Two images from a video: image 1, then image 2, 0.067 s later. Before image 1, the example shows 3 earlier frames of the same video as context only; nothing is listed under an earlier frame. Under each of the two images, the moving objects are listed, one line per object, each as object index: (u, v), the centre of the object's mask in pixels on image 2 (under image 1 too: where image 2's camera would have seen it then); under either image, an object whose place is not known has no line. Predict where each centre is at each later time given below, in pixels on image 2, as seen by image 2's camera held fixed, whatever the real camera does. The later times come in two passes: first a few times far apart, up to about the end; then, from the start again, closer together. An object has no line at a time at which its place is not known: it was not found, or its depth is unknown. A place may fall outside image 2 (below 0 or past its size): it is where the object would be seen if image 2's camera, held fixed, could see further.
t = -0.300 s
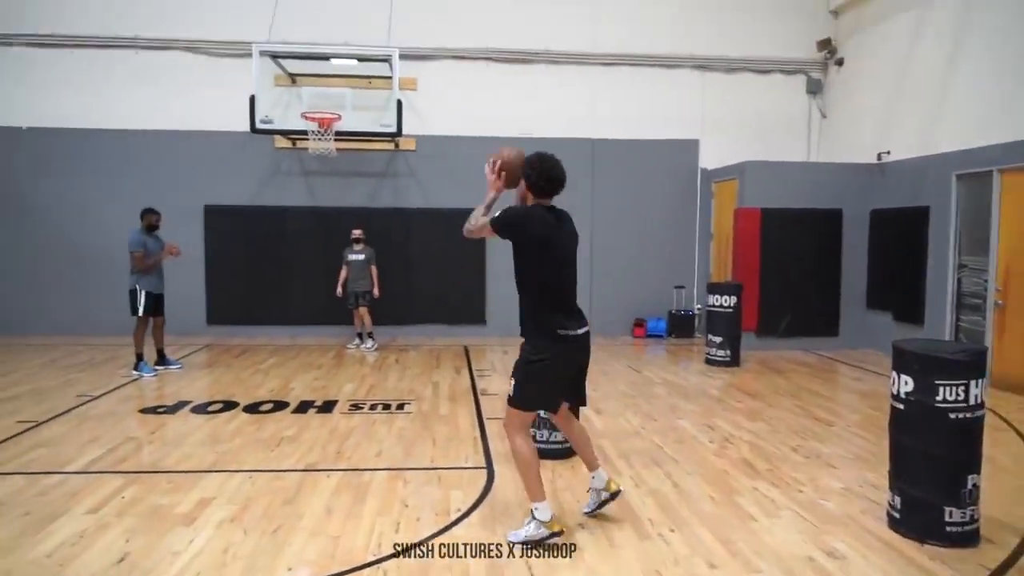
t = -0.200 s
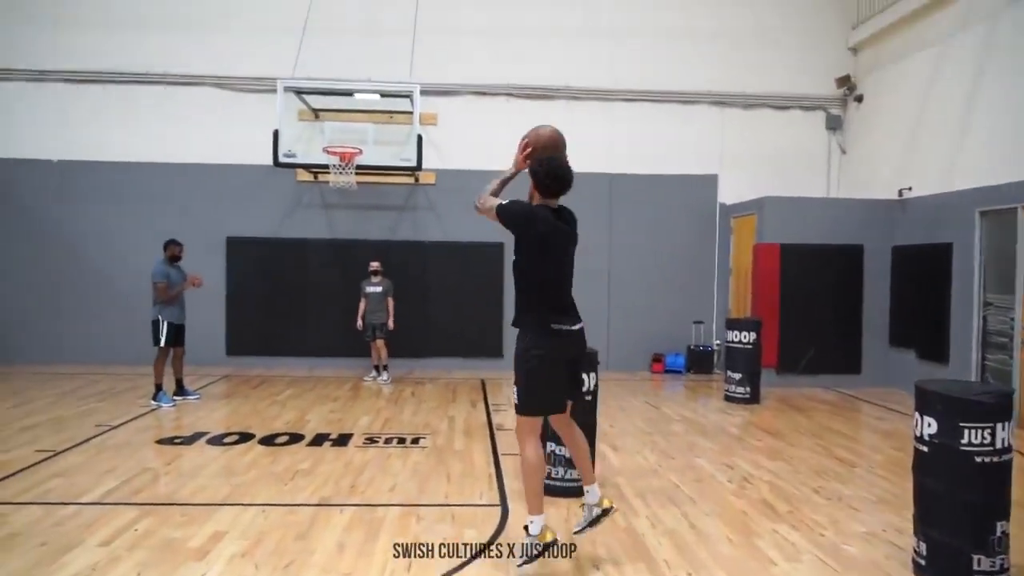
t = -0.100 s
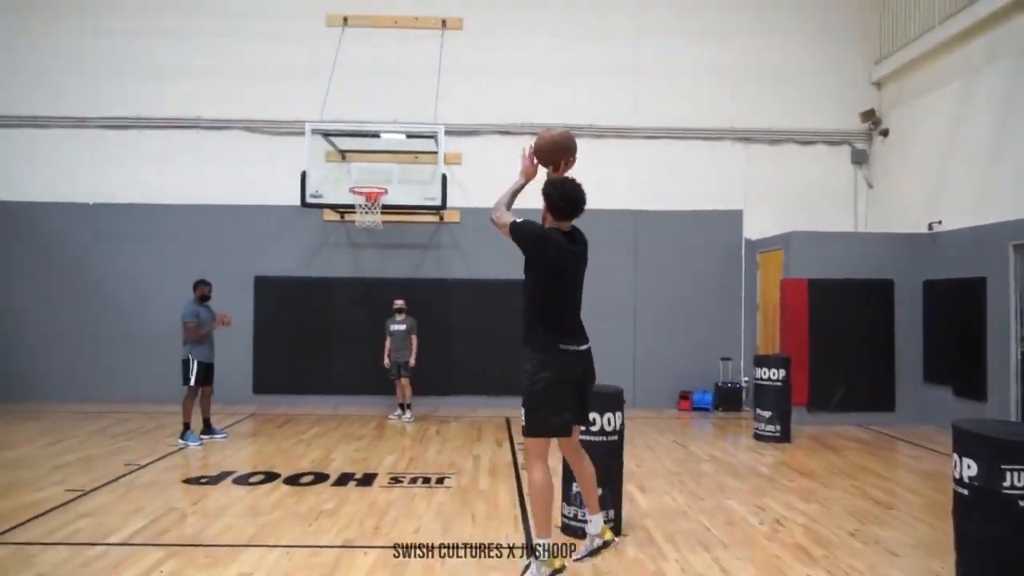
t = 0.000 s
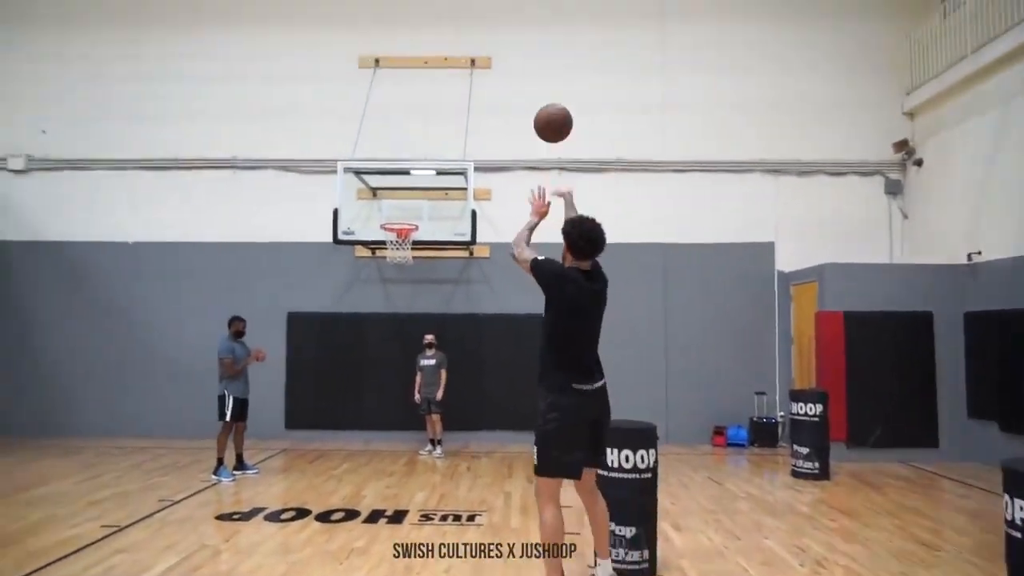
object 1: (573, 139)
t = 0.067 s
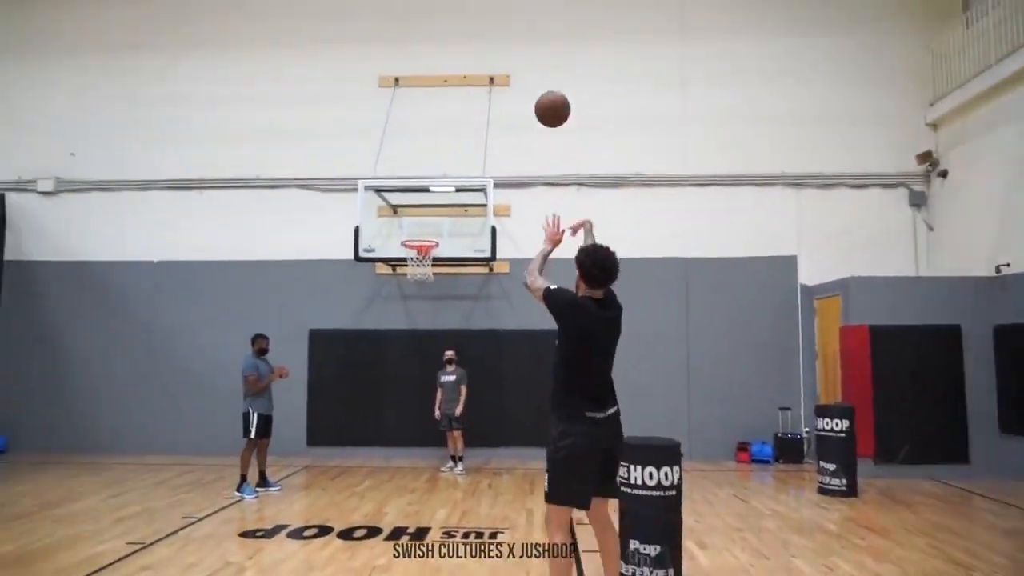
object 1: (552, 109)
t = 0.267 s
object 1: (508, 71)
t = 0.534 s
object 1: (469, 95)
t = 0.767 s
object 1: (443, 156)
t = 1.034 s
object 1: (419, 252)
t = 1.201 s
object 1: (418, 285)
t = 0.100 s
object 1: (544, 98)
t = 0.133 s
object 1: (535, 89)
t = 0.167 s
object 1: (528, 82)
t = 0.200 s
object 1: (521, 77)
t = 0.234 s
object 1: (514, 73)
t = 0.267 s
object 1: (508, 71)
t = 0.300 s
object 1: (502, 70)
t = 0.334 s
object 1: (497, 71)
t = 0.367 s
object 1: (491, 72)
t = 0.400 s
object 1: (487, 75)
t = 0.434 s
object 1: (482, 79)
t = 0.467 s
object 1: (478, 83)
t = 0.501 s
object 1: (473, 89)
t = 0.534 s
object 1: (469, 95)
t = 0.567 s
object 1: (465, 102)
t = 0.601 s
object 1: (462, 110)
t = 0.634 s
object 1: (458, 118)
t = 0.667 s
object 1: (454, 127)
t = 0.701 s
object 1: (451, 136)
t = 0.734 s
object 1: (447, 146)
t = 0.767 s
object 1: (443, 156)
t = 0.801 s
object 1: (440, 167)
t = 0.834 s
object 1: (437, 179)
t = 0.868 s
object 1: (434, 191)
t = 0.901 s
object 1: (431, 203)
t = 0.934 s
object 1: (429, 216)
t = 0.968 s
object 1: (426, 229)
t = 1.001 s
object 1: (422, 243)
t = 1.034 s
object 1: (419, 252)
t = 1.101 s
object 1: (418, 269)
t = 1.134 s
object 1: (418, 273)
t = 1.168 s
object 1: (418, 280)
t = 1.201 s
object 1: (418, 285)
